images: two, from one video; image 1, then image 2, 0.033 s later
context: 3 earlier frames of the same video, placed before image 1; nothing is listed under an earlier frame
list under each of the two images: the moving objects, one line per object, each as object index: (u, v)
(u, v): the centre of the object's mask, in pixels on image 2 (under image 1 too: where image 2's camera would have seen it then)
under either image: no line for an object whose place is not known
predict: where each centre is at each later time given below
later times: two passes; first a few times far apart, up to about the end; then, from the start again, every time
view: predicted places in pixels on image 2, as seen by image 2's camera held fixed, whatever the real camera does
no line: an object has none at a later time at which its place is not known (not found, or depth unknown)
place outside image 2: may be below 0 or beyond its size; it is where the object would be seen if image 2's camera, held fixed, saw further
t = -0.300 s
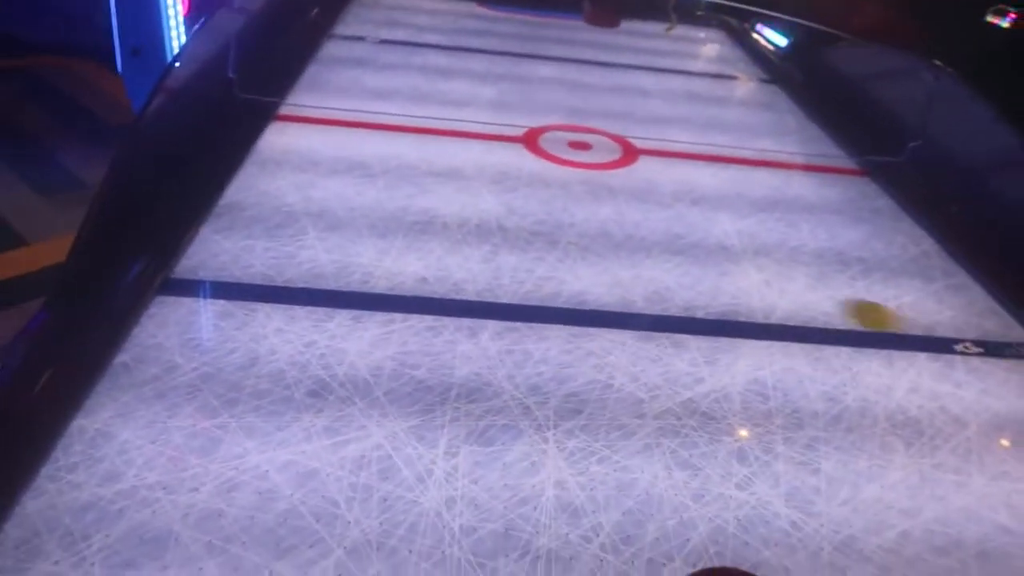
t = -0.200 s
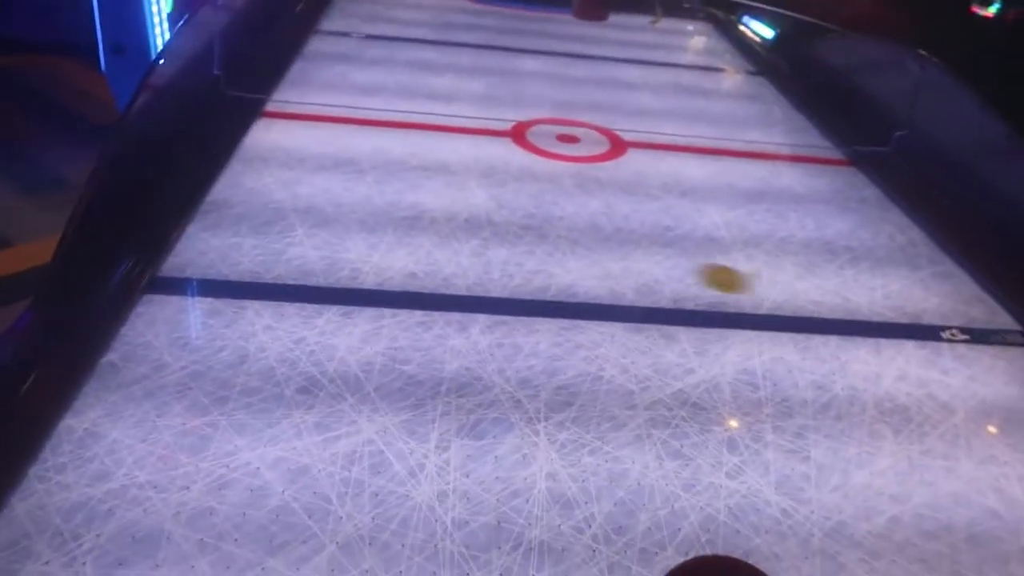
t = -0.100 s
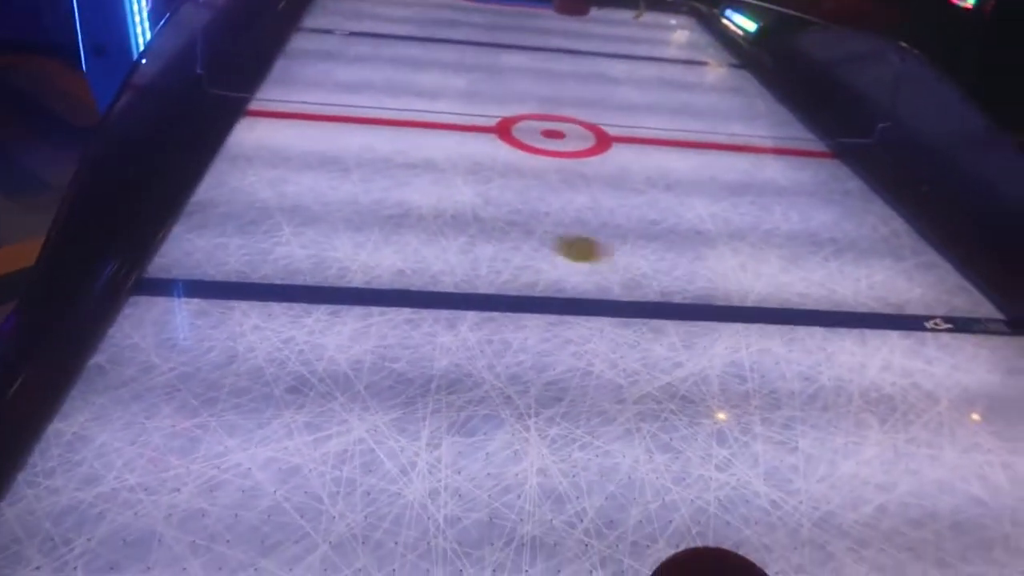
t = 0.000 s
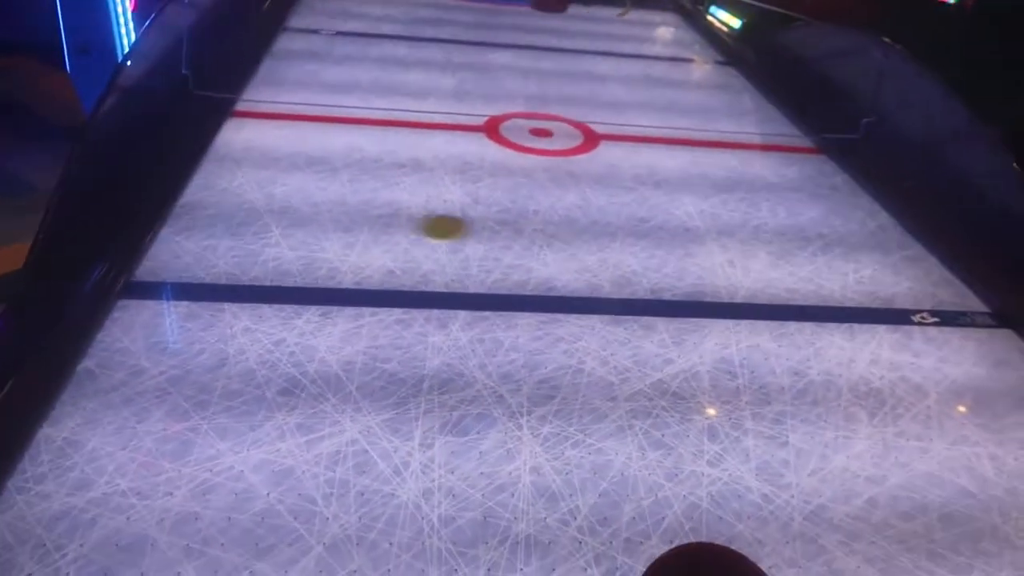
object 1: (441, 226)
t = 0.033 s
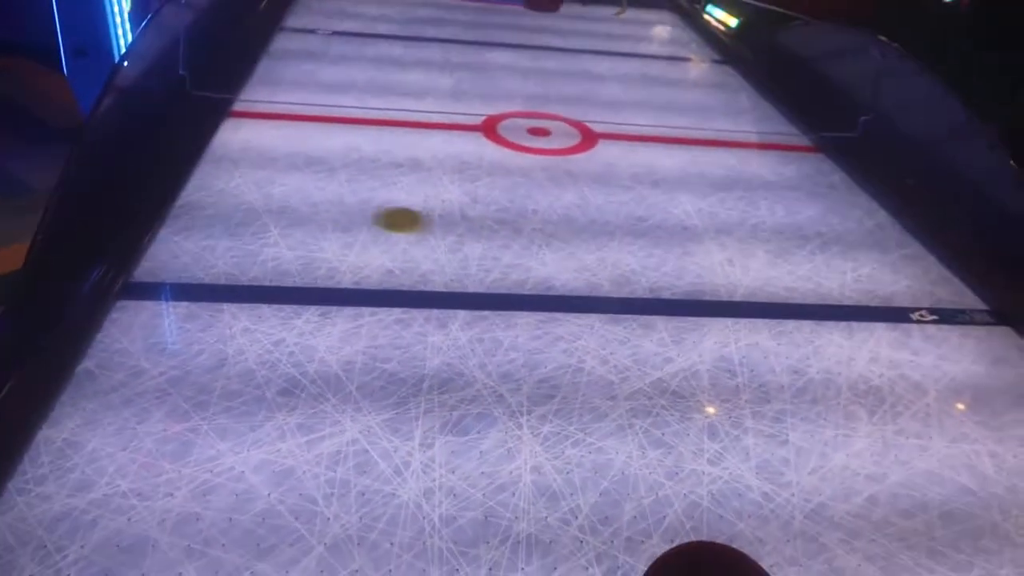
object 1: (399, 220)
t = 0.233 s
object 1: (212, 188)
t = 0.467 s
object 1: (455, 192)
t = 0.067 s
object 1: (359, 214)
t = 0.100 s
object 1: (320, 208)
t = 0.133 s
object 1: (280, 202)
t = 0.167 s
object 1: (241, 195)
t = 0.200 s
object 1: (204, 190)
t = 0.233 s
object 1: (212, 188)
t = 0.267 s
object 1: (248, 189)
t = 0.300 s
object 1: (284, 189)
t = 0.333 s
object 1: (321, 190)
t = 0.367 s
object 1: (355, 190)
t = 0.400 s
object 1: (390, 191)
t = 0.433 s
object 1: (424, 192)
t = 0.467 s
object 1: (455, 192)
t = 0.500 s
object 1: (488, 193)
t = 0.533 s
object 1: (520, 194)
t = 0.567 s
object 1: (551, 195)
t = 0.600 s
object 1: (581, 196)
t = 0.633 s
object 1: (612, 196)
